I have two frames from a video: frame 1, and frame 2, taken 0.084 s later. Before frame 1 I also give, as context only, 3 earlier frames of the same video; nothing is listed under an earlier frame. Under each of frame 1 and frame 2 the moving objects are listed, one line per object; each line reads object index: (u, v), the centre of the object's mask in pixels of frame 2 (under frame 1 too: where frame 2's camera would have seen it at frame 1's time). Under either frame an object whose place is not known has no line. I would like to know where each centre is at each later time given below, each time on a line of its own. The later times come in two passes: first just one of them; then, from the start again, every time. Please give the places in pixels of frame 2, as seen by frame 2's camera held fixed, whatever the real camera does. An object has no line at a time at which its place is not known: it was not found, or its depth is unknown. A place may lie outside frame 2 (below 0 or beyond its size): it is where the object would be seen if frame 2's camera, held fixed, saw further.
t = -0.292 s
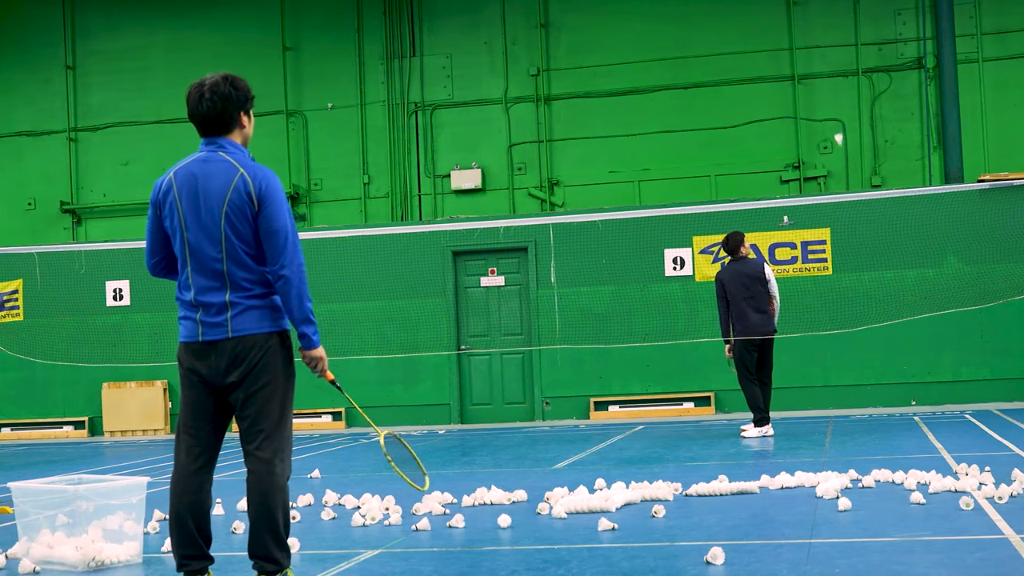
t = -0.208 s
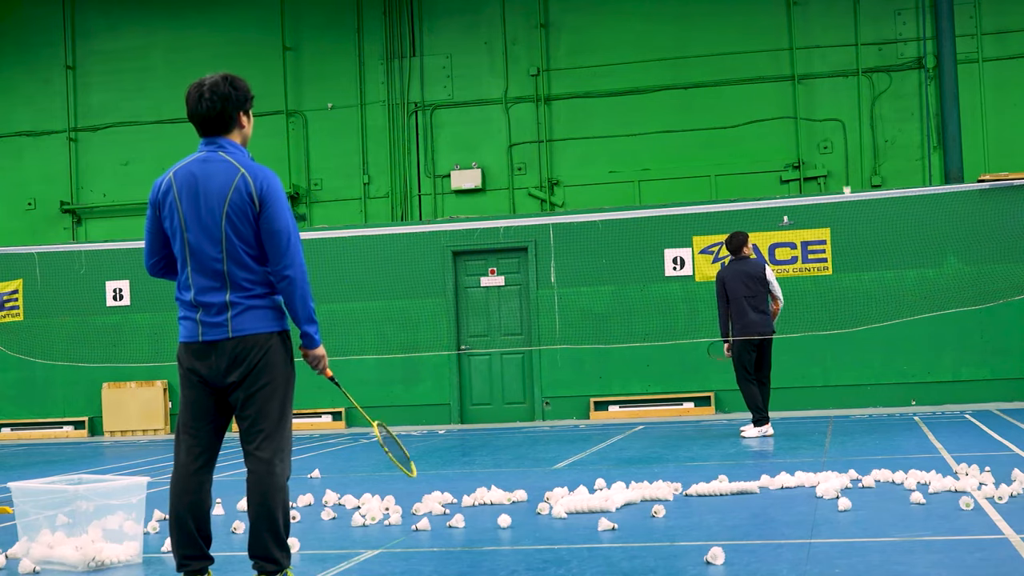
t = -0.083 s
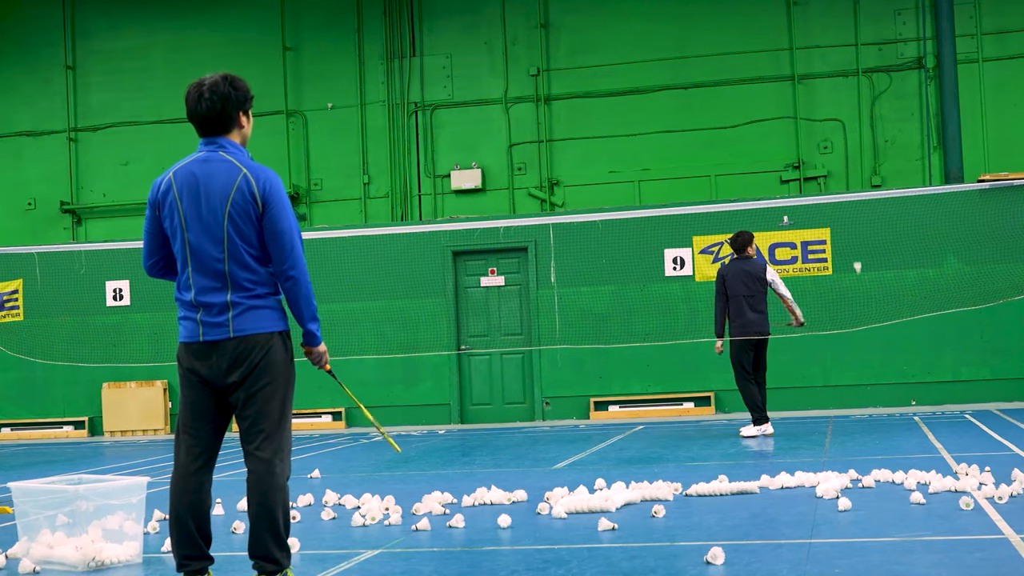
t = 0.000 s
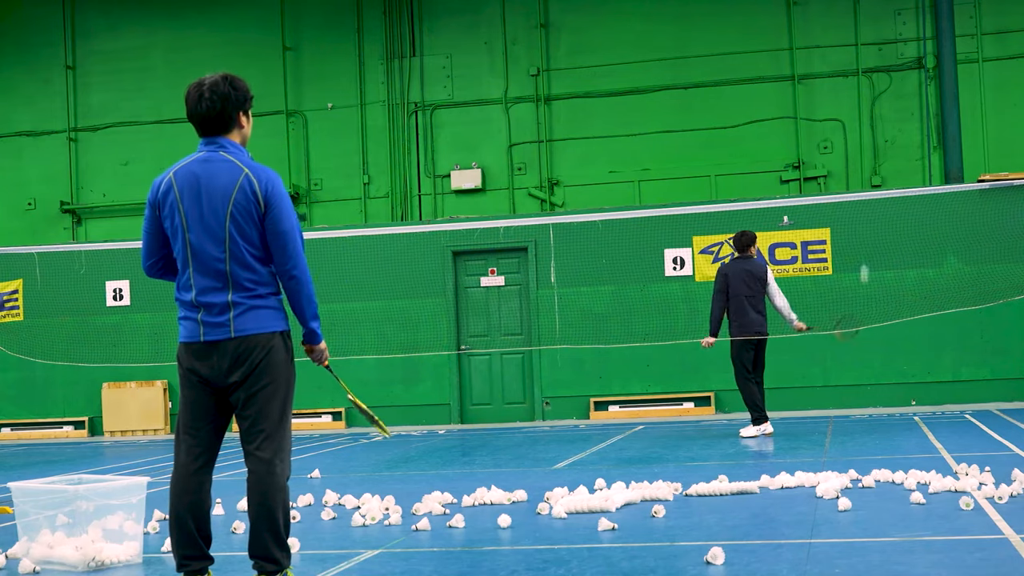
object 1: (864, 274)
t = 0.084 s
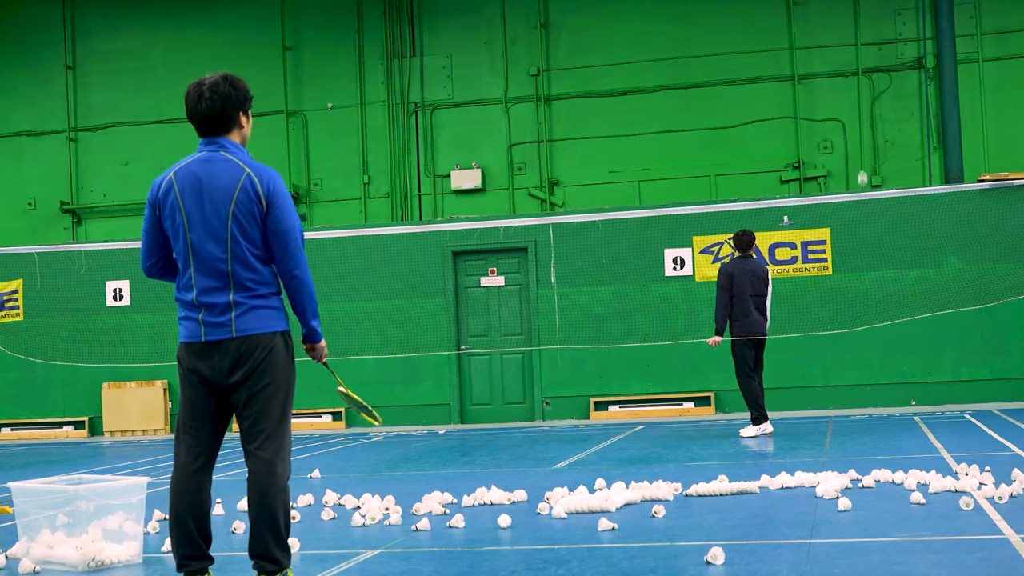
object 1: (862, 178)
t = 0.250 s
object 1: (858, 40)
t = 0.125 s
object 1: (860, 131)
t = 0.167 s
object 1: (860, 103)
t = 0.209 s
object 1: (859, 64)
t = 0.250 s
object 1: (858, 40)
